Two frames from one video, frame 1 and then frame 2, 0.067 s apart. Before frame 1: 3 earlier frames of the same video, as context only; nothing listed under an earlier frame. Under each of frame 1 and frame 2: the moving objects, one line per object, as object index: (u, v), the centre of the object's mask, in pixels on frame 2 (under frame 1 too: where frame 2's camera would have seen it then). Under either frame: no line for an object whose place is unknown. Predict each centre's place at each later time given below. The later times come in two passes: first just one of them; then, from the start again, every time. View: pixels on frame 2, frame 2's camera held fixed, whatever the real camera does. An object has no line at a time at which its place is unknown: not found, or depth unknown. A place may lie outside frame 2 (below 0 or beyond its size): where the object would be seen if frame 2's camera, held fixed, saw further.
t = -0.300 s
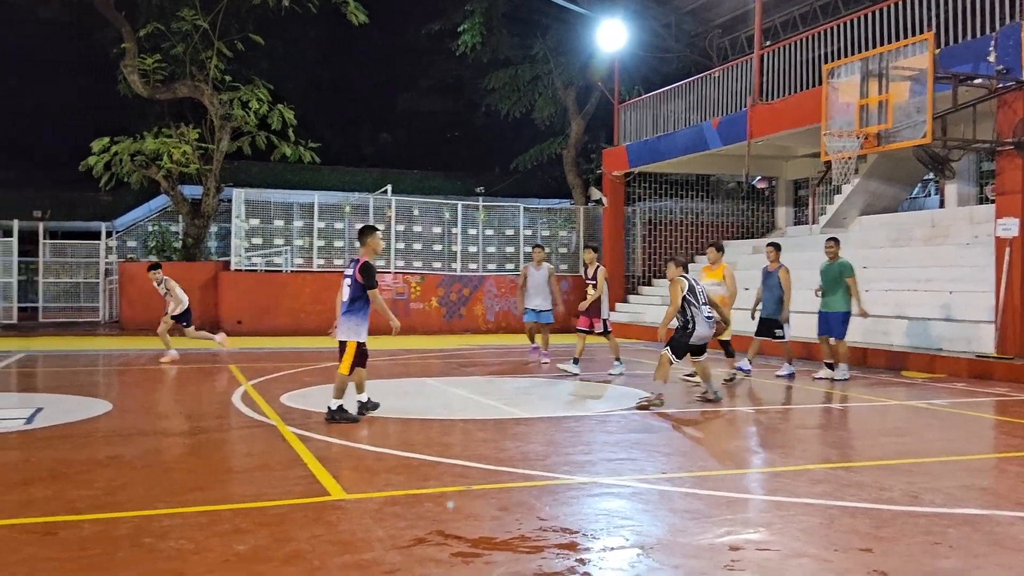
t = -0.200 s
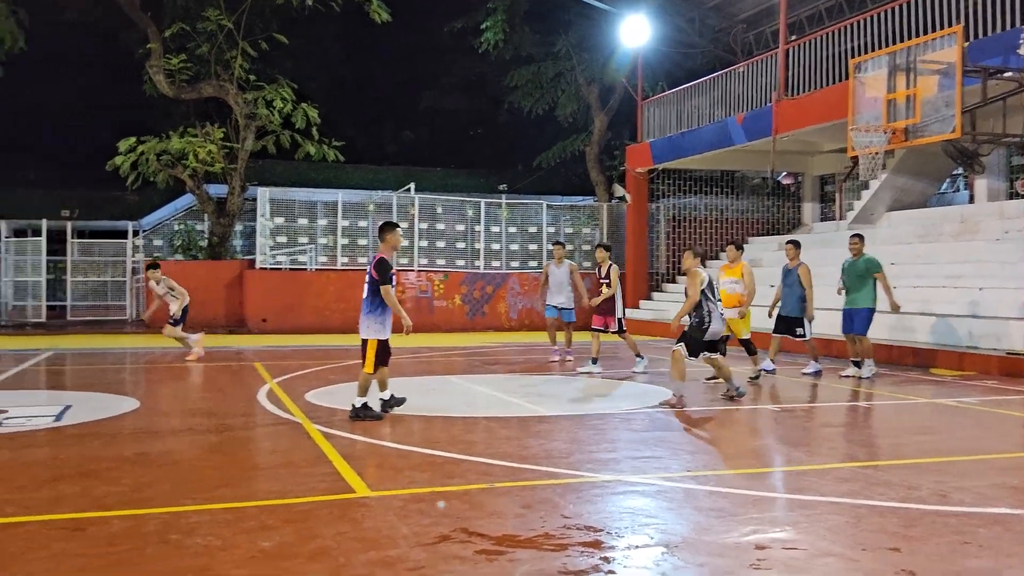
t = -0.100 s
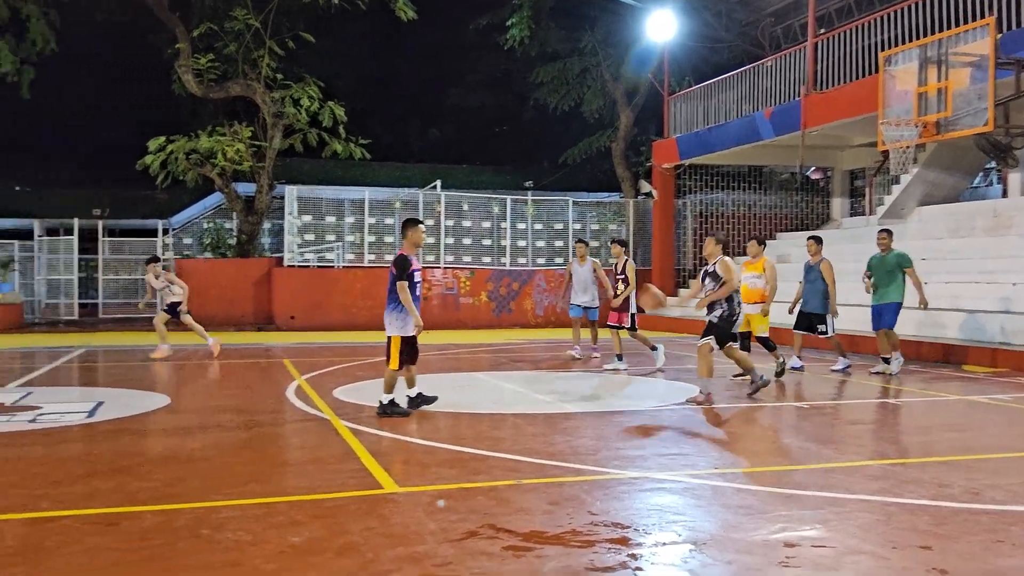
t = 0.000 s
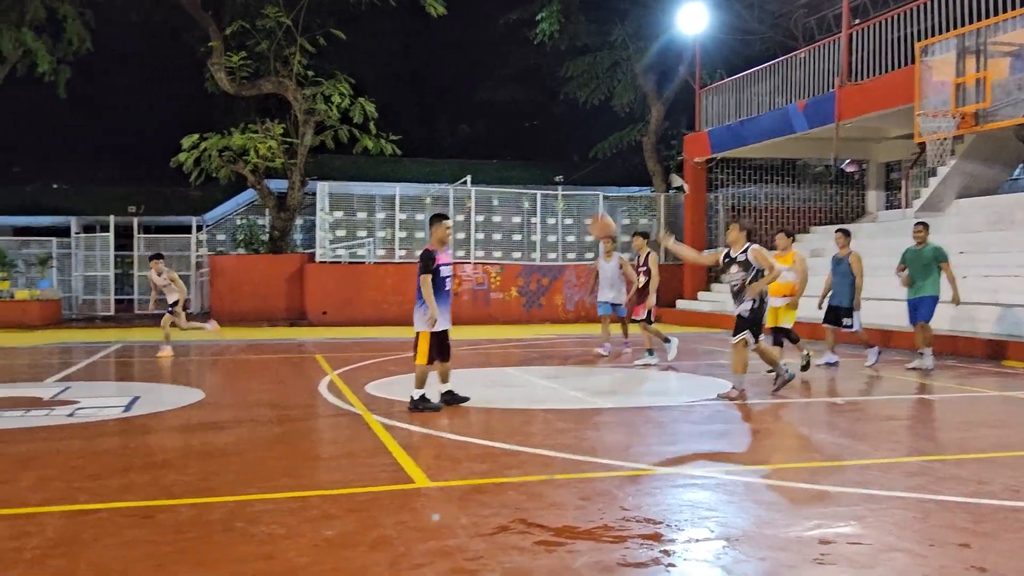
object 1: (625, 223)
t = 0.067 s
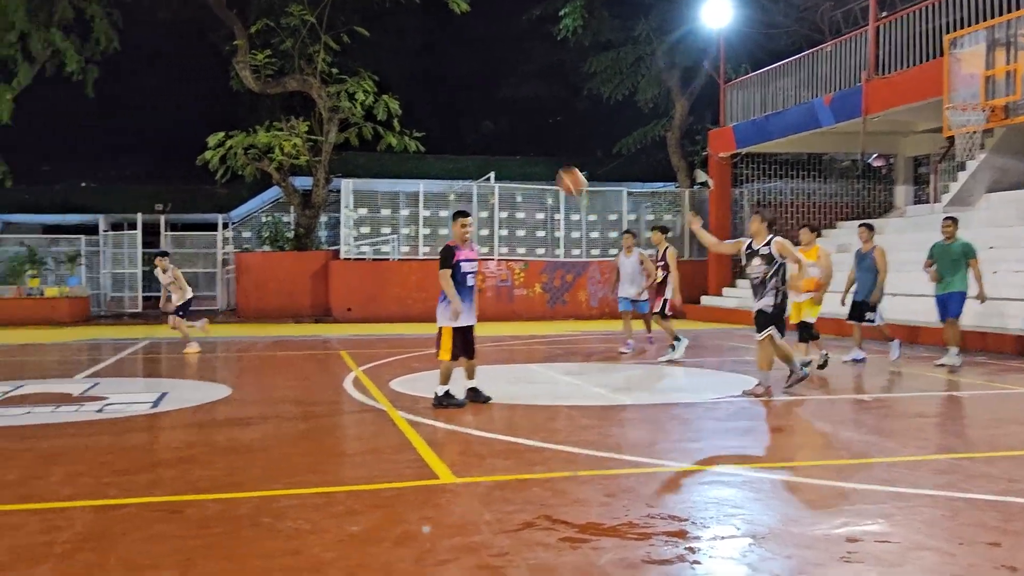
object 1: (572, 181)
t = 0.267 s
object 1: (414, 86)
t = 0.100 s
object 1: (545, 164)
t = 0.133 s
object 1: (519, 146)
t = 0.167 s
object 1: (492, 129)
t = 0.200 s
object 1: (465, 114)
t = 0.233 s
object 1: (438, 99)
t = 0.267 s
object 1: (414, 86)
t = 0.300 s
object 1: (388, 73)
